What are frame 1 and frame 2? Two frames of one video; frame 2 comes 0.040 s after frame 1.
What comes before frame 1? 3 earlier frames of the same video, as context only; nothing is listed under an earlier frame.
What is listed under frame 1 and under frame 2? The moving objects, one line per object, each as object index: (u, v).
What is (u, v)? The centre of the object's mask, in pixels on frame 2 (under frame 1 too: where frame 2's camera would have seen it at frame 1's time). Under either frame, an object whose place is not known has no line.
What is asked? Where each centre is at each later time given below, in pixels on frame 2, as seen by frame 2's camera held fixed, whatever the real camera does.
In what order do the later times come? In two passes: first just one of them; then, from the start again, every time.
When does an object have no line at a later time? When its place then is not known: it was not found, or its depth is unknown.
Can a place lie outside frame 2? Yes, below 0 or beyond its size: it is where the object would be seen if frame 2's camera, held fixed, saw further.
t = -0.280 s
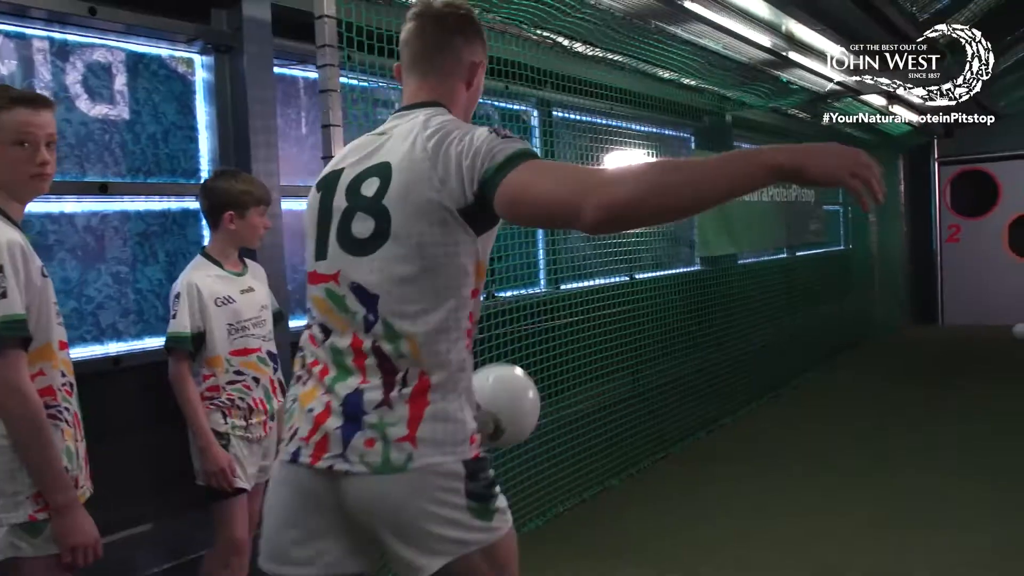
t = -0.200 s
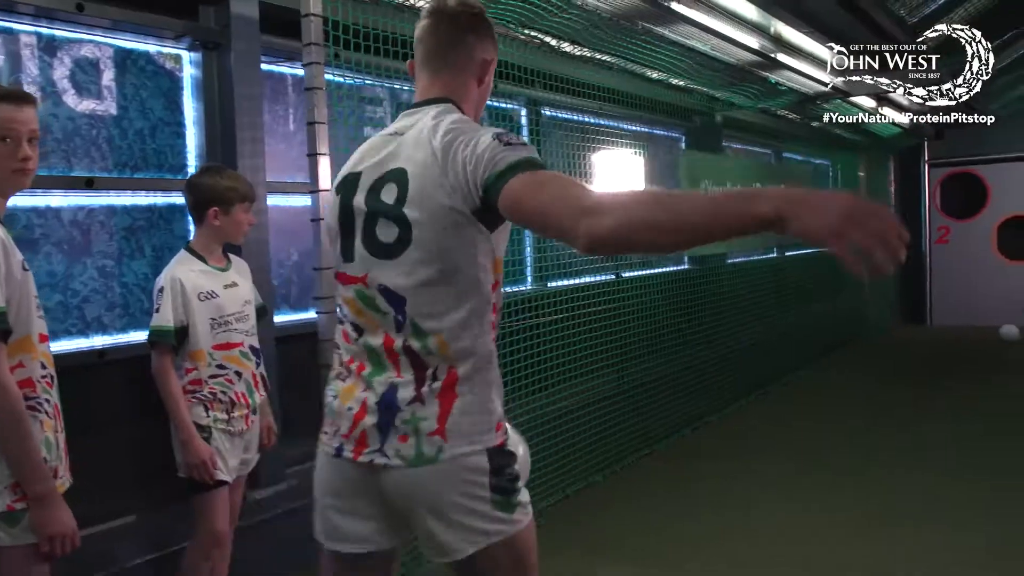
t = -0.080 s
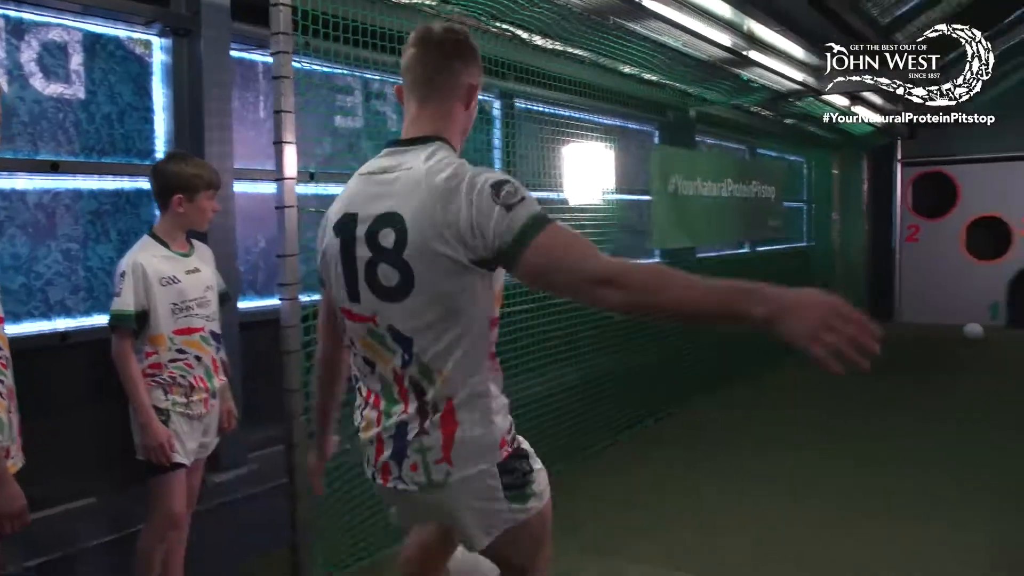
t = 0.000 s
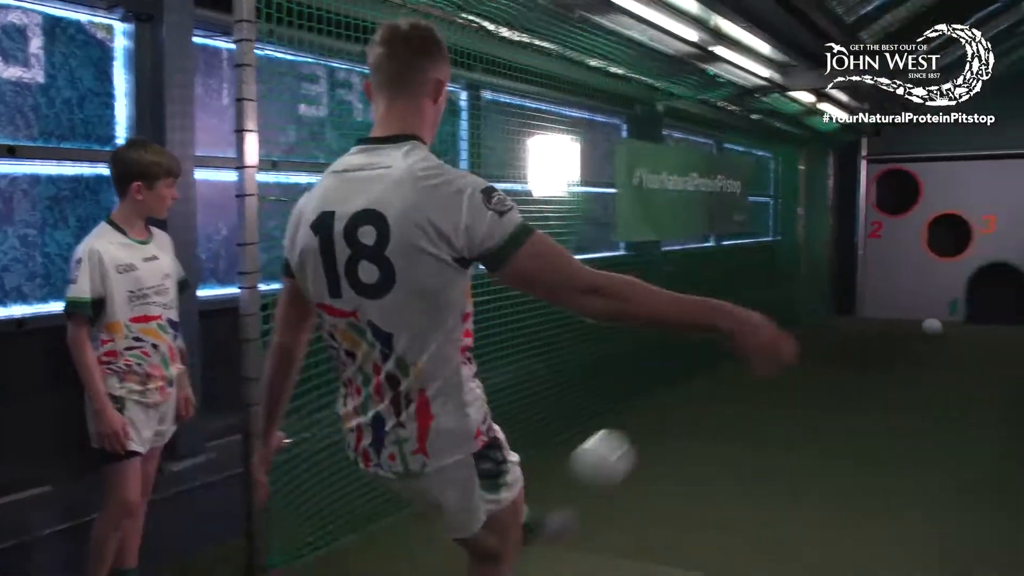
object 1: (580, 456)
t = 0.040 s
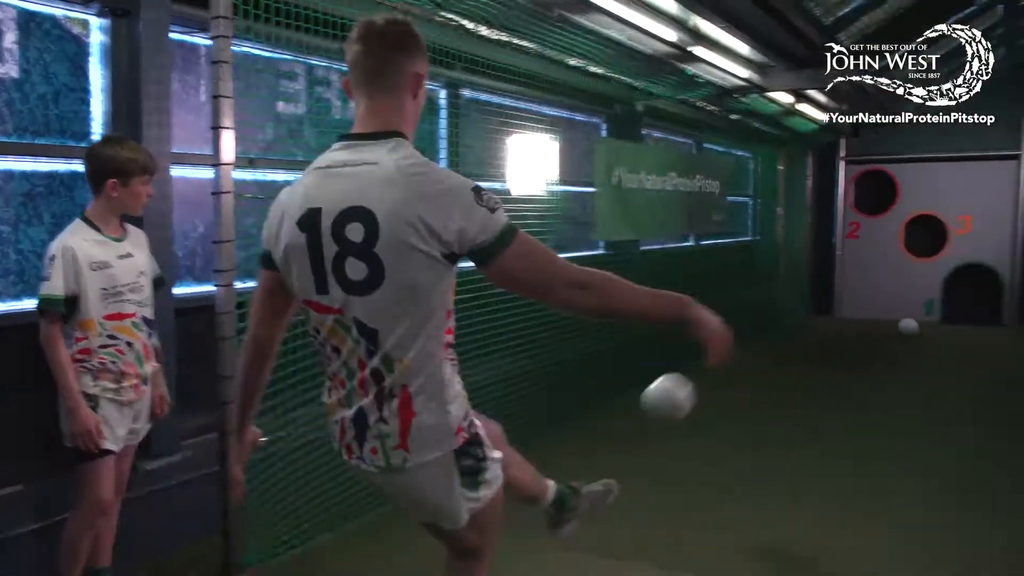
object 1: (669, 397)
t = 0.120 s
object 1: (788, 327)
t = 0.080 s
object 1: (738, 357)
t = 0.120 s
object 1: (788, 327)
